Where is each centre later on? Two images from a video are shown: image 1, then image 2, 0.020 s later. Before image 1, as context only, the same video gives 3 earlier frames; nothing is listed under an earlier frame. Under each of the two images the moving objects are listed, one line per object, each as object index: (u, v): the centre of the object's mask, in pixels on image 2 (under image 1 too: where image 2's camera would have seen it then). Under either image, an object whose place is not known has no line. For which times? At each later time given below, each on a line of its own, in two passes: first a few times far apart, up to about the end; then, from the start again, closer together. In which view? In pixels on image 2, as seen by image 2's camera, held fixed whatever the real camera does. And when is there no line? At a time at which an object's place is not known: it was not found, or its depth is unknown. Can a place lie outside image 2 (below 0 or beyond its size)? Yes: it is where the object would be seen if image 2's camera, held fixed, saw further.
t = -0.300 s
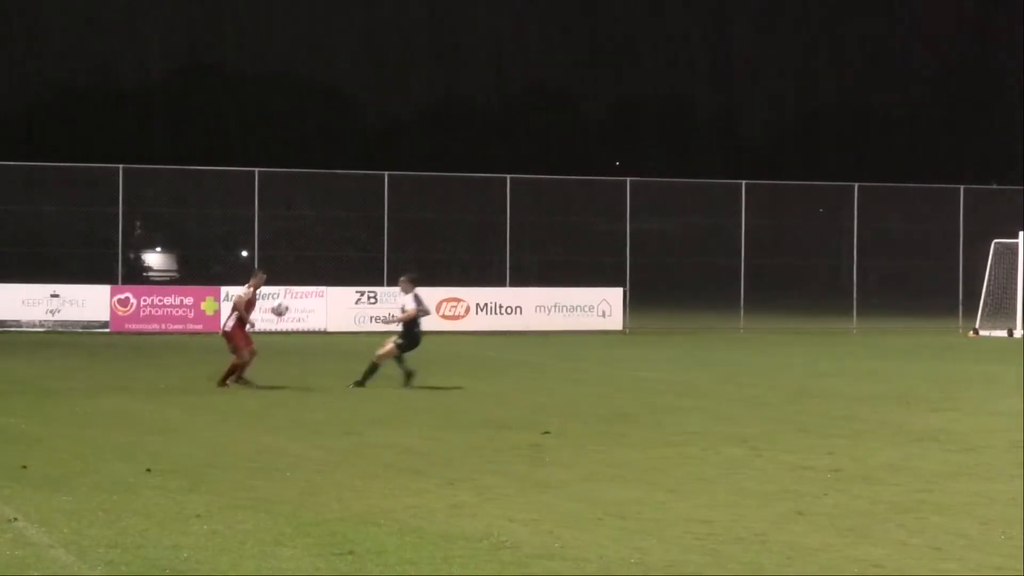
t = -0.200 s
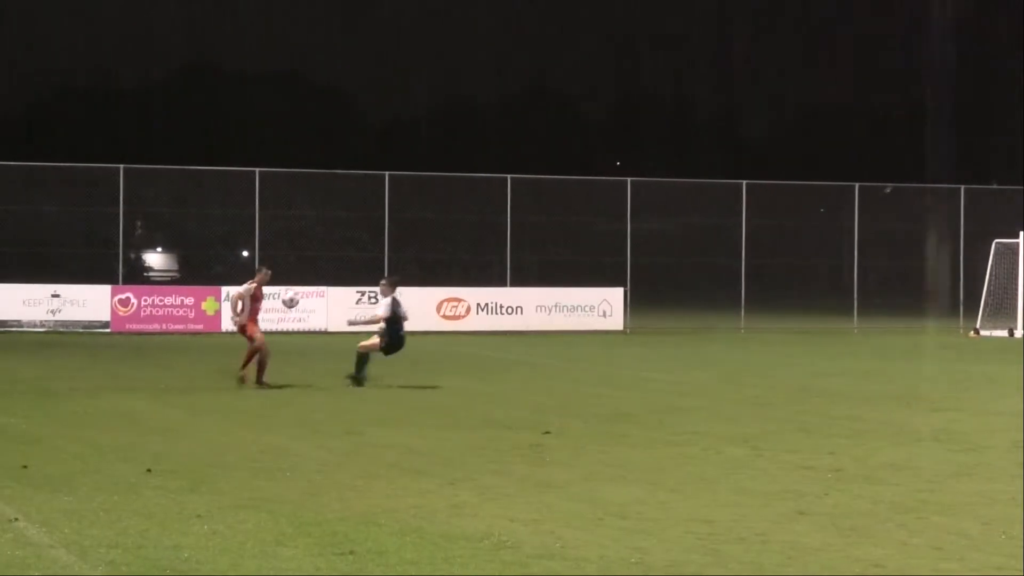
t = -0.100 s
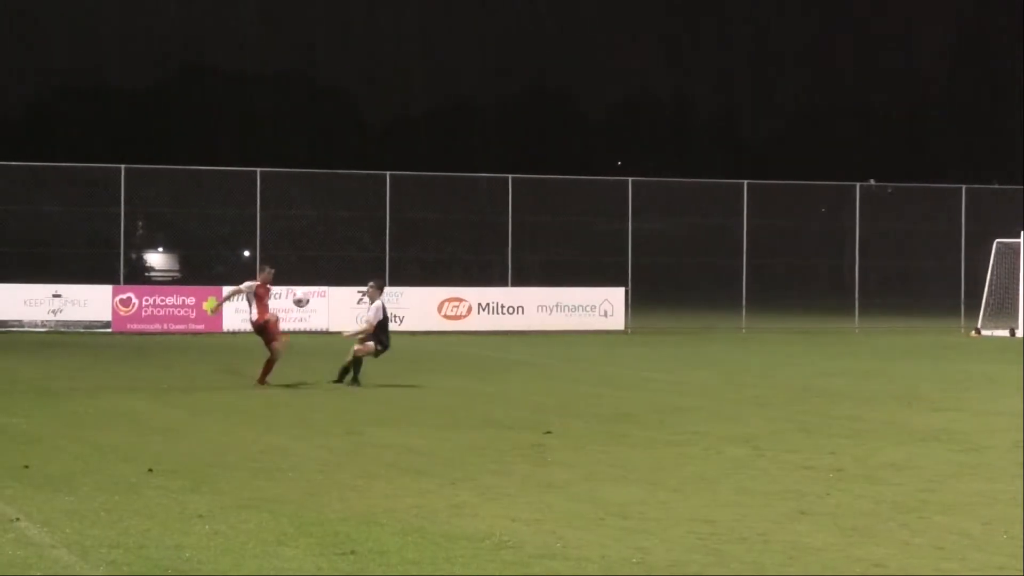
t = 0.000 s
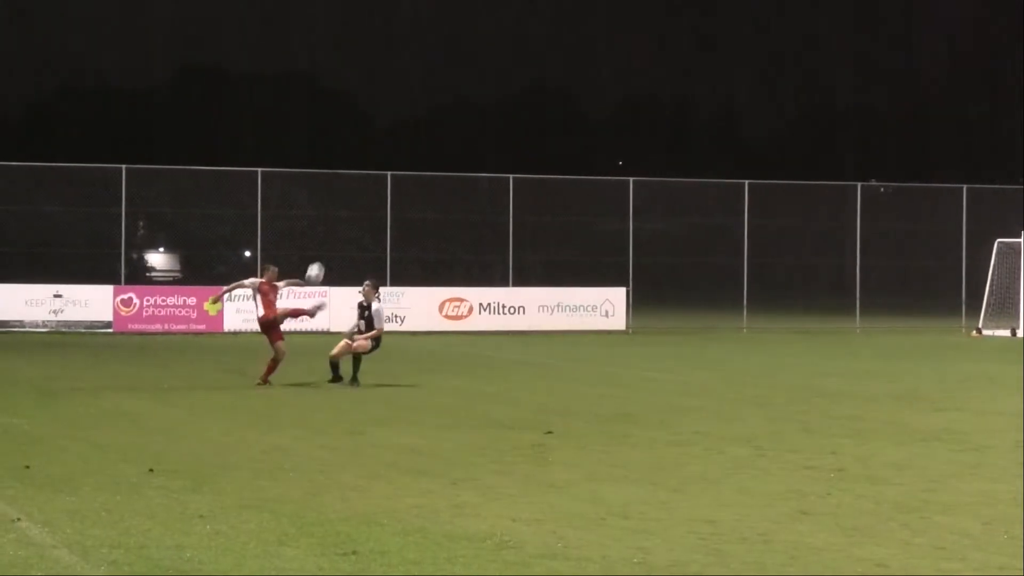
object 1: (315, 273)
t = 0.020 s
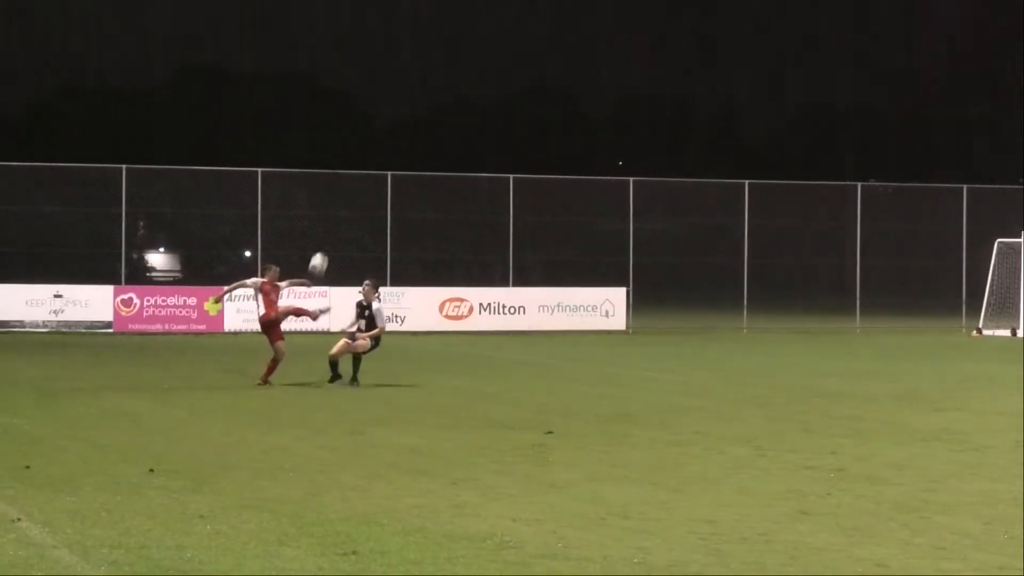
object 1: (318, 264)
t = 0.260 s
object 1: (351, 176)
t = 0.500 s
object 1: (377, 138)
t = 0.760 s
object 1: (400, 143)
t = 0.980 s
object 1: (415, 180)
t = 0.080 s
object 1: (327, 237)
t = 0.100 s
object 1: (330, 229)
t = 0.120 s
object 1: (333, 221)
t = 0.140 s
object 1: (335, 214)
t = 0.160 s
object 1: (338, 207)
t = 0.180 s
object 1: (341, 199)
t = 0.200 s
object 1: (344, 193)
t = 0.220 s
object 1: (346, 187)
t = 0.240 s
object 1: (348, 182)
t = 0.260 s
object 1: (351, 176)
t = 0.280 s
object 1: (354, 171)
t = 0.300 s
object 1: (356, 166)
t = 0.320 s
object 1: (358, 162)
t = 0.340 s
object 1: (360, 158)
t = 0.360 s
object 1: (363, 154)
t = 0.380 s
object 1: (364, 151)
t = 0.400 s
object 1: (367, 148)
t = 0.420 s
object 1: (369, 146)
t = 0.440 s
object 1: (371, 143)
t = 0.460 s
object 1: (373, 141)
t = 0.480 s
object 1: (375, 140)
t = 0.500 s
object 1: (377, 138)
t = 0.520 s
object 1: (379, 136)
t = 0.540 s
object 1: (380, 136)
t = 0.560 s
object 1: (382, 135)
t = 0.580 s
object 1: (384, 135)
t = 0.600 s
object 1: (386, 134)
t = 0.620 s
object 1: (388, 135)
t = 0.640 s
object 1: (389, 135)
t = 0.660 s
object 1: (391, 136)
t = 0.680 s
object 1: (393, 137)
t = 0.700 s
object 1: (394, 138)
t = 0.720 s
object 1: (396, 140)
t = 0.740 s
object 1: (398, 141)
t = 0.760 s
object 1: (400, 143)
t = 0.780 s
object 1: (401, 146)
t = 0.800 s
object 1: (403, 148)
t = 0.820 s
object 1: (404, 150)
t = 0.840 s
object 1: (405, 153)
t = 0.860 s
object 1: (407, 157)
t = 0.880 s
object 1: (409, 160)
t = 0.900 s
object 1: (410, 163)
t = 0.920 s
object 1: (411, 167)
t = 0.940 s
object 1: (412, 171)
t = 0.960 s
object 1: (414, 176)
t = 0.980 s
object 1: (415, 180)
